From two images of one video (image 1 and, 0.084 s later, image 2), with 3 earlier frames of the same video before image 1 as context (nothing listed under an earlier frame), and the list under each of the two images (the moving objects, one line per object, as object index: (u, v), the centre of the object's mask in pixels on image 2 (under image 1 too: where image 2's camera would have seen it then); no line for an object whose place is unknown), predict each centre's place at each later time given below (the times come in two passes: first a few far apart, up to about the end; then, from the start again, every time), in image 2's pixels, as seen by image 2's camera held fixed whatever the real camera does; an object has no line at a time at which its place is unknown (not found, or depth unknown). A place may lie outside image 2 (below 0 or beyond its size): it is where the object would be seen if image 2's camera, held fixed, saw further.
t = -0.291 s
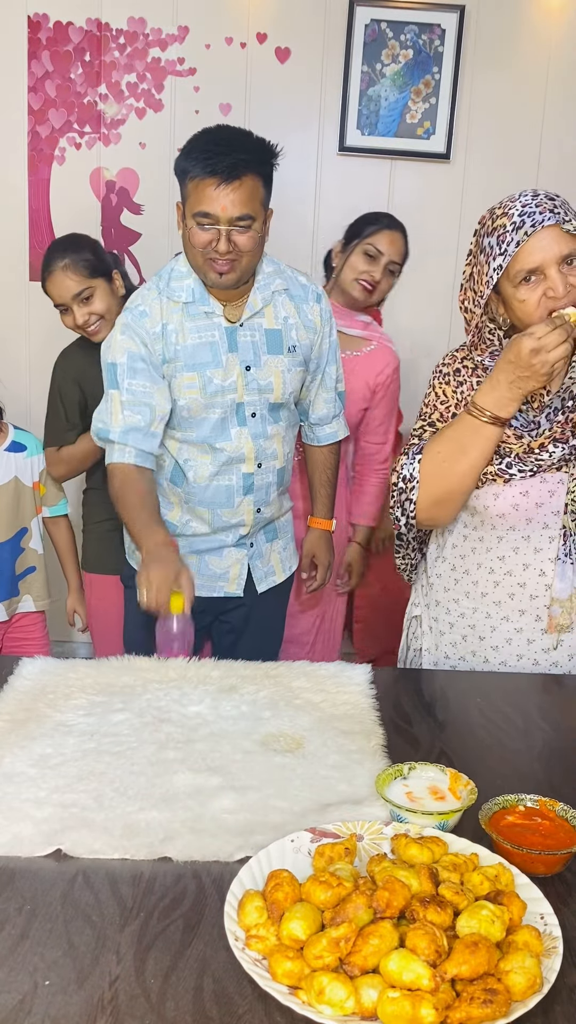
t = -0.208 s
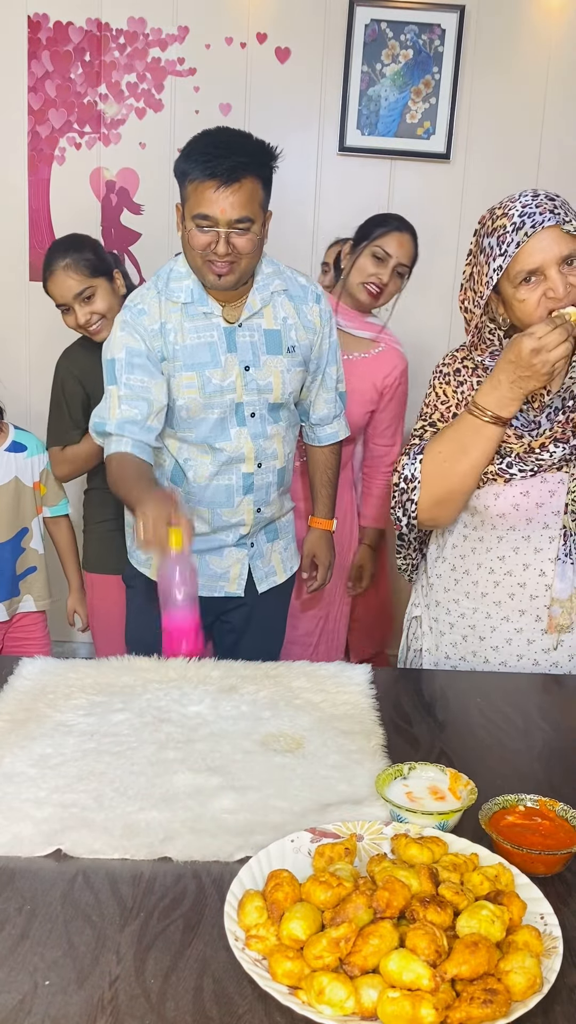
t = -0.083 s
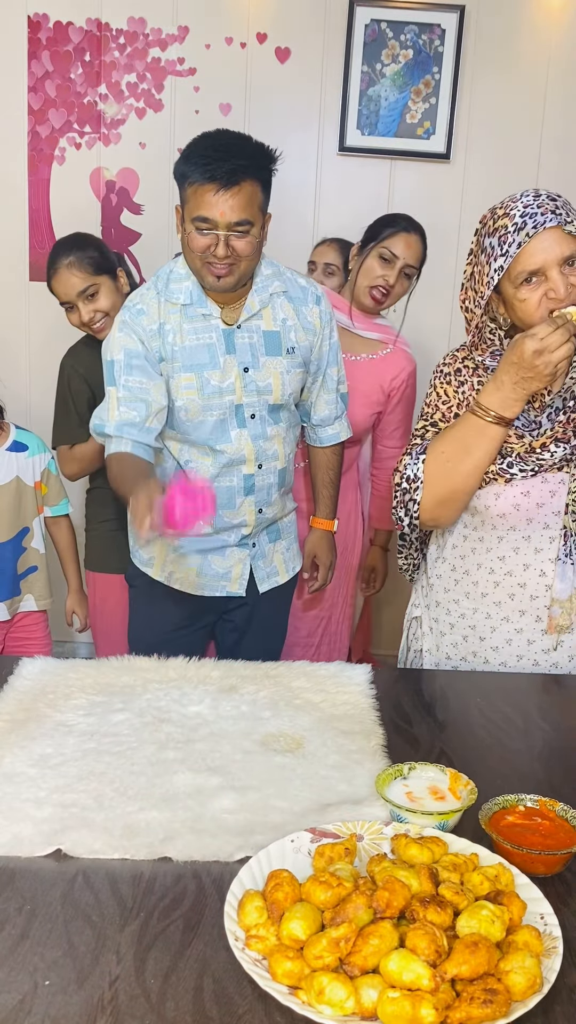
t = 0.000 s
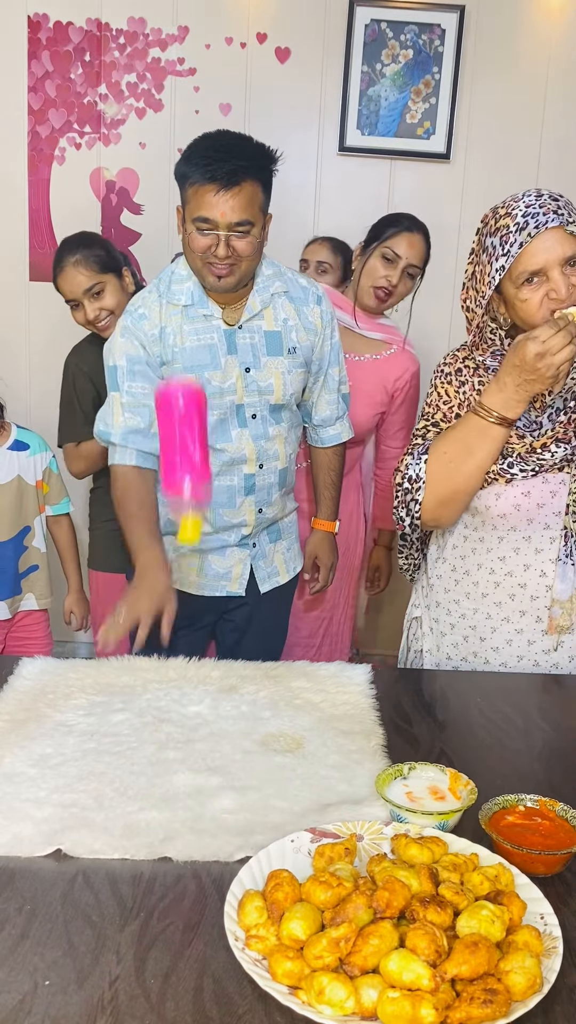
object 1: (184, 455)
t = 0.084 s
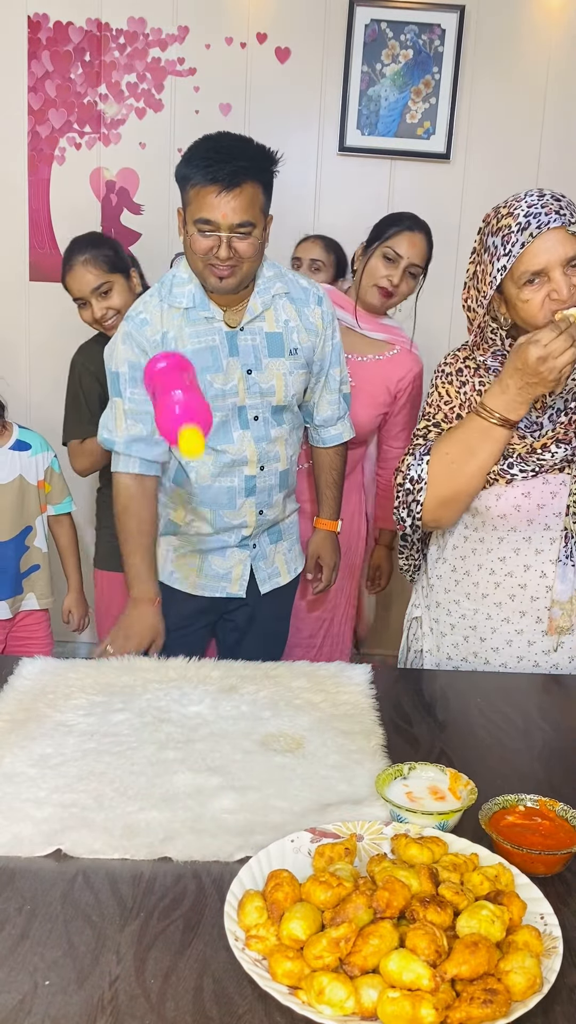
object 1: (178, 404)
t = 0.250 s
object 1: (163, 481)
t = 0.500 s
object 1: (139, 683)
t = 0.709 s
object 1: (143, 683)
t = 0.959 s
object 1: (143, 683)
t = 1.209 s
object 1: (143, 683)
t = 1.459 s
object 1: (143, 683)
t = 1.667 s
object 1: (143, 683)
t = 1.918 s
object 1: (143, 683)
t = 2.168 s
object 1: (143, 683)
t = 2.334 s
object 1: (143, 683)
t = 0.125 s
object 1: (174, 401)
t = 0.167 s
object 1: (172, 413)
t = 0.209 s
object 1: (167, 442)
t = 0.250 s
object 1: (163, 481)
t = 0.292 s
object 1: (159, 541)
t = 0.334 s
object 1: (155, 608)
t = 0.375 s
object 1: (144, 680)
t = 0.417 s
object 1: (141, 681)
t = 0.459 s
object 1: (139, 683)
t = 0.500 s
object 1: (139, 683)
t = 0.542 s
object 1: (143, 682)
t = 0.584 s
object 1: (145, 683)
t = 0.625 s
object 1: (144, 683)
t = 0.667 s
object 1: (143, 683)
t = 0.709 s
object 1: (143, 683)
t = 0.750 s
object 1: (143, 683)
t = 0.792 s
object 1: (143, 683)
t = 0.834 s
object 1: (143, 683)
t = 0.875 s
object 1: (143, 683)
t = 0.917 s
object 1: (143, 683)
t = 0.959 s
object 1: (143, 683)
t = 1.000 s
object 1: (143, 683)
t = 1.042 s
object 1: (143, 683)
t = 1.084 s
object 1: (143, 683)
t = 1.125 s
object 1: (143, 683)
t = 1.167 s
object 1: (143, 683)
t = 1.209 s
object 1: (143, 683)
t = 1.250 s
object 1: (143, 683)
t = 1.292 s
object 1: (143, 683)
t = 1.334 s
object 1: (143, 683)
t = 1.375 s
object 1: (143, 683)
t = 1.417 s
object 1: (143, 683)
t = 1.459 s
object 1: (143, 683)
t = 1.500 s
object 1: (143, 683)
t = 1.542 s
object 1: (143, 683)
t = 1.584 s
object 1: (143, 683)
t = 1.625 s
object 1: (143, 683)
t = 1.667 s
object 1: (143, 683)
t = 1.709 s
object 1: (143, 683)
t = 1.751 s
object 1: (143, 683)
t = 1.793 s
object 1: (143, 683)
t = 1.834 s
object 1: (143, 683)
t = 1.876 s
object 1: (143, 683)
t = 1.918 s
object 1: (143, 683)
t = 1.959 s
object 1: (143, 683)
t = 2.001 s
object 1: (143, 683)
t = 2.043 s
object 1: (143, 683)
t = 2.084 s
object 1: (143, 683)
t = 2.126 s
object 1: (143, 683)
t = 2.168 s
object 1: (143, 683)
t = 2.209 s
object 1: (143, 683)
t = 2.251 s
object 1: (143, 683)
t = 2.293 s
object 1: (143, 683)
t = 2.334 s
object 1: (143, 683)
